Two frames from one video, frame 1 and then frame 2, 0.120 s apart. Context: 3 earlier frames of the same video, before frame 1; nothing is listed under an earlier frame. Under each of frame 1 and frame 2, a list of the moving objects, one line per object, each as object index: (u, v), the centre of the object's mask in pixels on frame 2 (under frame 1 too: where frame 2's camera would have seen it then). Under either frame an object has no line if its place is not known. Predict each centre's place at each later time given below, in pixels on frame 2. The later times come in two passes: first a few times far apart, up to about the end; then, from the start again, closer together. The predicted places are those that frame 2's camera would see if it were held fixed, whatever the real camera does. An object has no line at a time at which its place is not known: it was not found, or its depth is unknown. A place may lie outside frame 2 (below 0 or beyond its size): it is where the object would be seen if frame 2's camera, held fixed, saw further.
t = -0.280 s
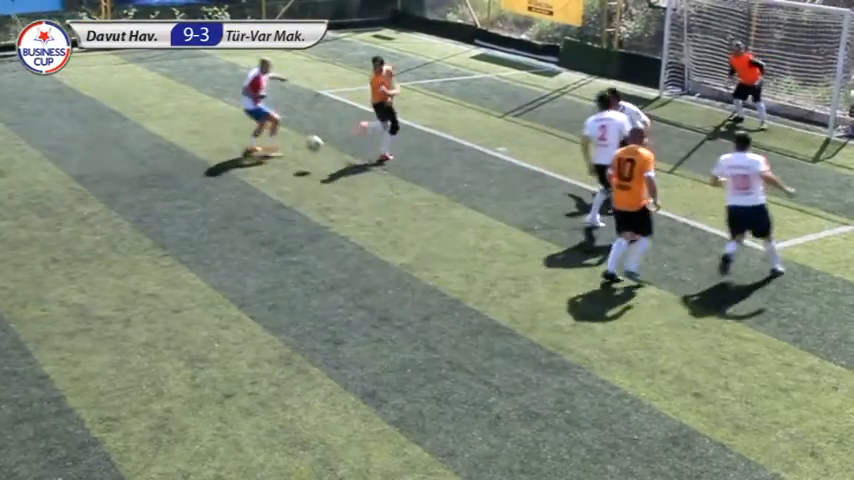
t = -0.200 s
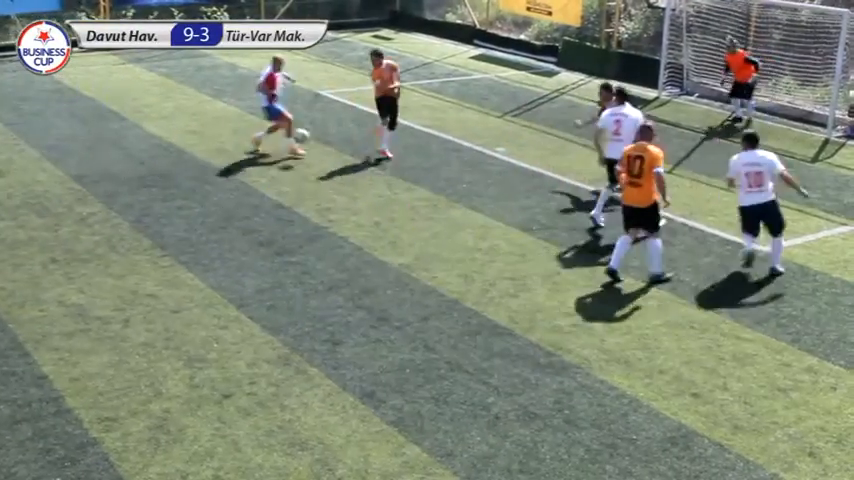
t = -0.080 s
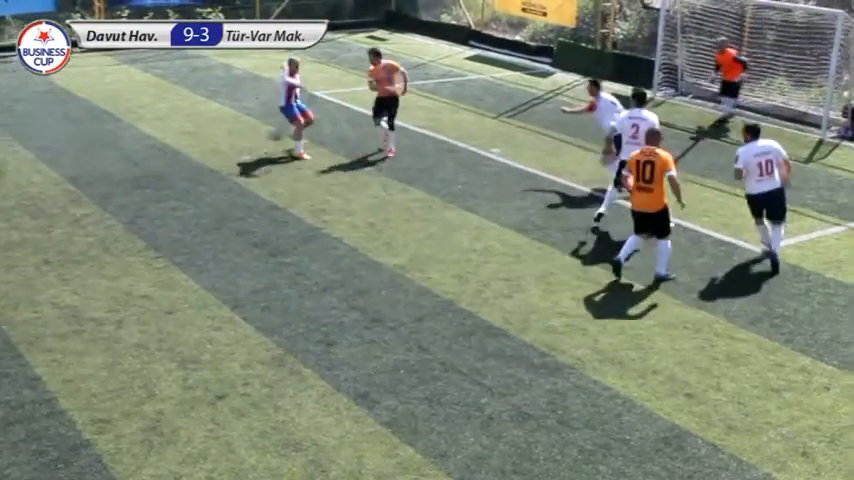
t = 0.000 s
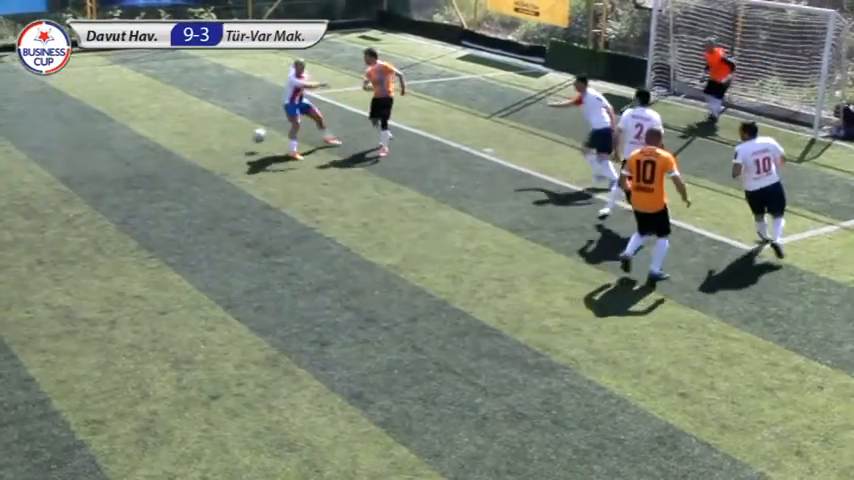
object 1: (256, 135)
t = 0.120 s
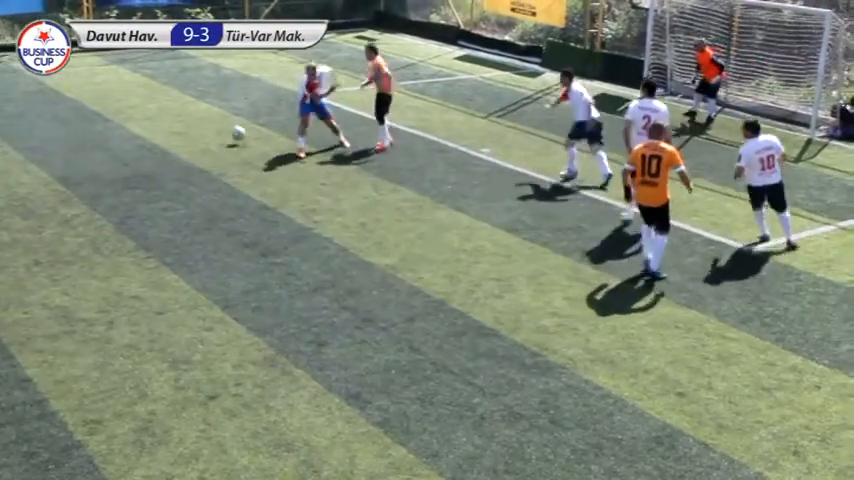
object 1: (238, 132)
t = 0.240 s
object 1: (221, 121)
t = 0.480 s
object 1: (191, 114)
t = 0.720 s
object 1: (164, 104)
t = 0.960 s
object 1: (141, 95)
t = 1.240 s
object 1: (118, 85)
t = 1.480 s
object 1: (101, 77)
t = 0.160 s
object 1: (233, 128)
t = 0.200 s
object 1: (227, 124)
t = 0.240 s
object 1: (221, 121)
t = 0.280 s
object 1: (216, 119)
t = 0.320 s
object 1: (211, 118)
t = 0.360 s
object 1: (207, 119)
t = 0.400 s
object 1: (201, 120)
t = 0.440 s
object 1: (196, 118)
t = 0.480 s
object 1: (191, 114)
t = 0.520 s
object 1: (186, 111)
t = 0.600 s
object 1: (178, 109)
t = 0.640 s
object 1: (173, 109)
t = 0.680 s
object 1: (169, 107)
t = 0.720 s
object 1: (164, 104)
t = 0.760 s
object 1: (160, 103)
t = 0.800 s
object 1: (156, 101)
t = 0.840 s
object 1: (152, 99)
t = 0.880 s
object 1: (149, 97)
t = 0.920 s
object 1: (145, 96)
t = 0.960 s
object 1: (141, 95)
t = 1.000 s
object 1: (138, 93)
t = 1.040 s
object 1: (134, 91)
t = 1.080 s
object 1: (131, 91)
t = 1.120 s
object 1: (127, 89)
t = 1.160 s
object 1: (124, 88)
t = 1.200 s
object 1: (122, 86)
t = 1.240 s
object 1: (118, 85)
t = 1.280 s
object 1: (115, 84)
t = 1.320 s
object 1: (111, 82)
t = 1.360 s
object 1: (109, 81)
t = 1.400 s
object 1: (106, 79)
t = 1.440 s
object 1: (103, 78)
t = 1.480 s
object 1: (101, 77)
